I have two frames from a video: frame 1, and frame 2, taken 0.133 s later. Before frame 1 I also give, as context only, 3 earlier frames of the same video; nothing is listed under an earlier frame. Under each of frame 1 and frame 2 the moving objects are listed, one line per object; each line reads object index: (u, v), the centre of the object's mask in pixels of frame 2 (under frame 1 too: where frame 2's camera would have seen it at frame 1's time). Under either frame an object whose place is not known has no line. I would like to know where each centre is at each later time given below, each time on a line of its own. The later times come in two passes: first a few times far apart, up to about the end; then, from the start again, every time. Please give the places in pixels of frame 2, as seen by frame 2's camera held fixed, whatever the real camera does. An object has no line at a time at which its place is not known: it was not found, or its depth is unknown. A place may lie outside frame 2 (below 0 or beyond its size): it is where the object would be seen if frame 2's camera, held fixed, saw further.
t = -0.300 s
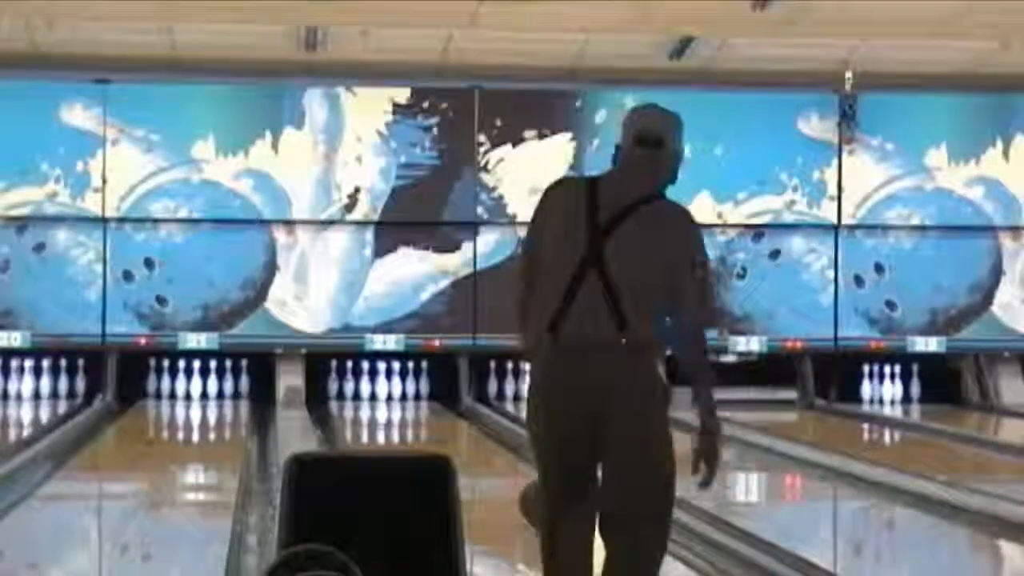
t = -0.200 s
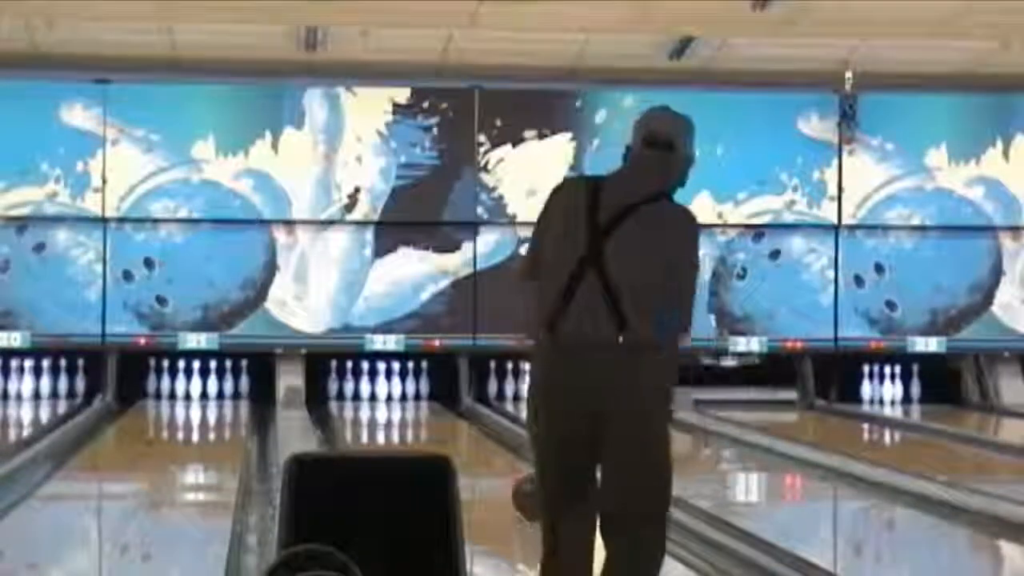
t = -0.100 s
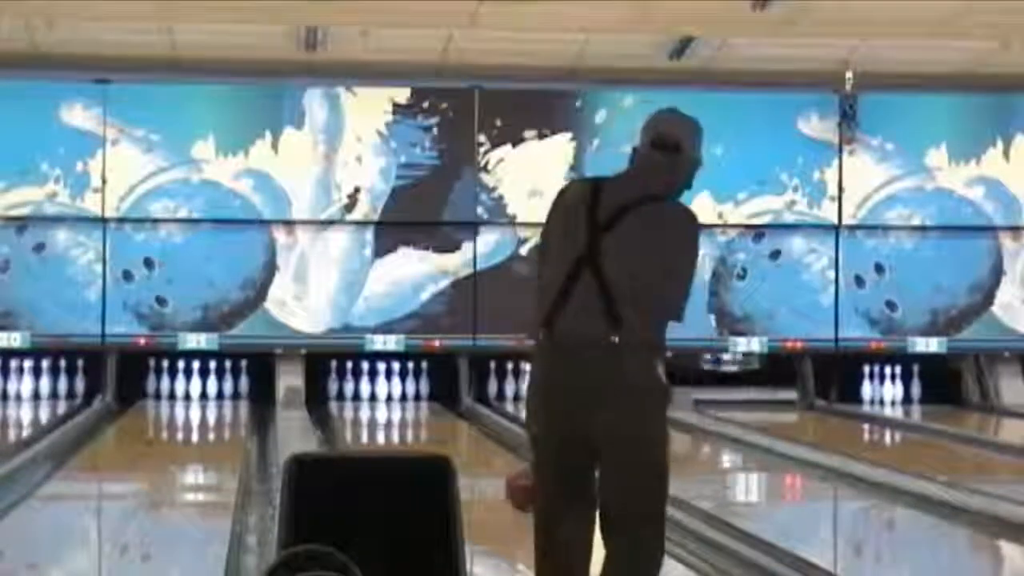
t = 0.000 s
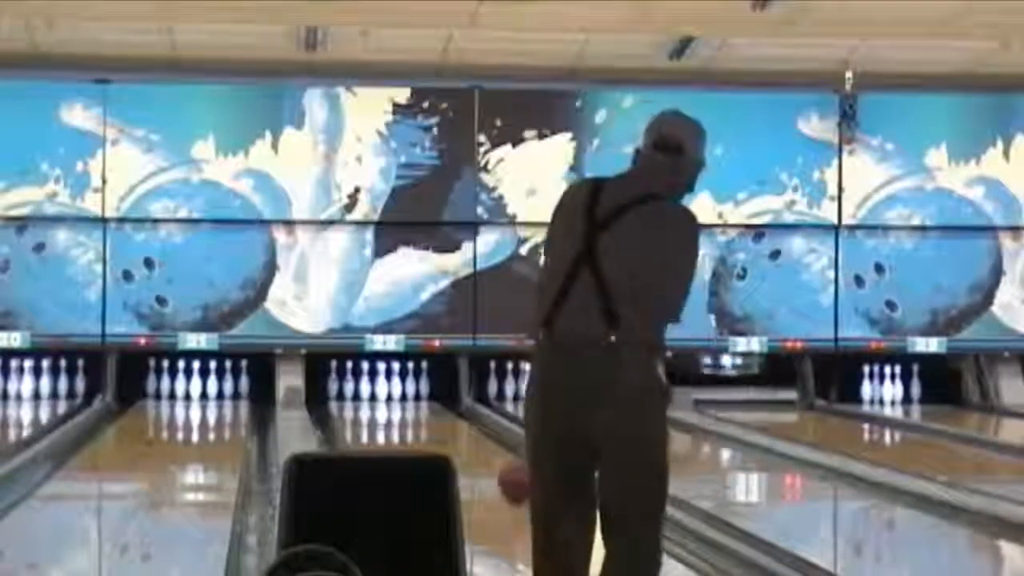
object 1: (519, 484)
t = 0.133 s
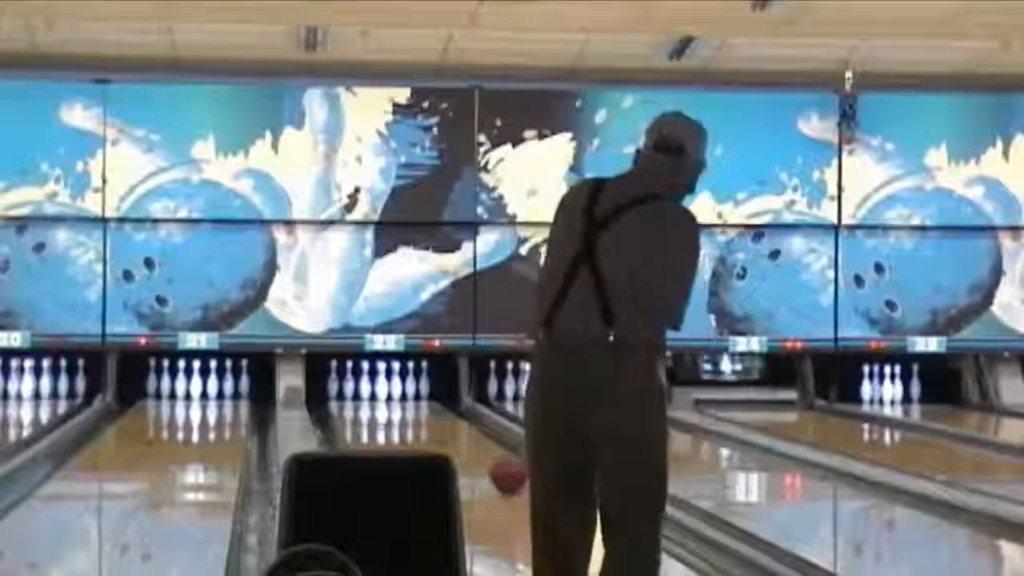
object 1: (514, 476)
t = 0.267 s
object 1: (506, 468)
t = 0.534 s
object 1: (489, 457)
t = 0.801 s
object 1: (477, 445)
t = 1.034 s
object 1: (462, 438)
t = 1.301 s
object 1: (452, 428)
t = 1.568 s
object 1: (444, 422)
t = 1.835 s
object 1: (430, 412)
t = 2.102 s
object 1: (422, 407)
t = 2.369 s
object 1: (403, 400)
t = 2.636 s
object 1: (390, 395)
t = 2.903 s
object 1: (379, 392)
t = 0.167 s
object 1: (512, 473)
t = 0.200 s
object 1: (511, 471)
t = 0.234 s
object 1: (509, 469)
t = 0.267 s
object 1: (506, 468)
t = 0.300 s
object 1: (504, 467)
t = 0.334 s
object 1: (501, 465)
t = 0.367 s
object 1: (500, 464)
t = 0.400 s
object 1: (496, 462)
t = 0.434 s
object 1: (494, 461)
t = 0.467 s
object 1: (493, 459)
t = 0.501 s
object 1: (492, 457)
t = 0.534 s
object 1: (489, 457)
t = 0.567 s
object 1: (488, 455)
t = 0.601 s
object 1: (487, 454)
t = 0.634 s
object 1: (485, 452)
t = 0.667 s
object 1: (483, 451)
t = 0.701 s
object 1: (481, 449)
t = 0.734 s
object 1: (479, 447)
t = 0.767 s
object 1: (478, 446)
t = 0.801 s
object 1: (477, 445)
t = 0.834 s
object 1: (475, 445)
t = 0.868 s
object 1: (473, 444)
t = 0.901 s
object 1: (472, 443)
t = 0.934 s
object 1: (470, 441)
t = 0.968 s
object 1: (469, 439)
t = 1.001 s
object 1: (465, 440)
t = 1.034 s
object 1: (462, 438)
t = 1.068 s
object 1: (461, 438)
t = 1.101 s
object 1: (461, 438)
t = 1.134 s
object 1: (457, 433)
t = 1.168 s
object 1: (455, 432)
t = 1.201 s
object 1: (455, 432)
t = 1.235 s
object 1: (455, 432)
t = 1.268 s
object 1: (454, 428)
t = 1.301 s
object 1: (452, 428)
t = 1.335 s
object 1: (451, 427)
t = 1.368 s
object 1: (450, 427)
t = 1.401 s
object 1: (449, 424)
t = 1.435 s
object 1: (448, 424)
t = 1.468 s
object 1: (448, 424)
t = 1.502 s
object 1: (446, 424)
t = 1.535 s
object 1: (445, 424)
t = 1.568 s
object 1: (444, 422)
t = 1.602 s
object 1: (443, 421)
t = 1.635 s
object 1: (441, 421)
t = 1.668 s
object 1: (441, 420)
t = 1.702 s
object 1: (436, 417)
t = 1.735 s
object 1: (437, 418)
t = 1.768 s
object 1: (430, 414)
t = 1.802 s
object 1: (430, 412)
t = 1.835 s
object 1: (430, 412)
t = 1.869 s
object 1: (427, 410)
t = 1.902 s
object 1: (427, 410)
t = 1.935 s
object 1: (426, 409)
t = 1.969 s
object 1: (426, 409)
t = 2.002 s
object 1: (425, 409)
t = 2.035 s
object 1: (425, 409)
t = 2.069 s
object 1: (422, 407)
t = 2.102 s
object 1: (422, 407)
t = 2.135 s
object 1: (413, 404)
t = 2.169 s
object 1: (412, 404)
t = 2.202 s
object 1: (411, 403)
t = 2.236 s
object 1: (409, 403)
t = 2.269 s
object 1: (407, 402)
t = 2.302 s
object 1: (406, 402)
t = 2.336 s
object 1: (404, 400)
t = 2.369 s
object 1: (403, 400)
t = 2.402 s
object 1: (401, 399)
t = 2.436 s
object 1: (400, 399)
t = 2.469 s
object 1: (398, 398)
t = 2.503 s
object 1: (396, 397)
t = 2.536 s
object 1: (395, 396)
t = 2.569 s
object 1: (394, 396)
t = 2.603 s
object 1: (391, 396)
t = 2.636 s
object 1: (390, 395)
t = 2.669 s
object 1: (388, 395)
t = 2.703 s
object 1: (387, 395)
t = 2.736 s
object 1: (386, 395)
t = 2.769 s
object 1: (385, 394)
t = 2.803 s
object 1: (383, 395)
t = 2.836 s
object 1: (382, 394)
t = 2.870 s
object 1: (380, 394)
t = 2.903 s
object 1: (379, 392)
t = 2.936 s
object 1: (378, 392)
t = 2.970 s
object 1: (374, 392)
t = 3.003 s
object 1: (371, 392)
